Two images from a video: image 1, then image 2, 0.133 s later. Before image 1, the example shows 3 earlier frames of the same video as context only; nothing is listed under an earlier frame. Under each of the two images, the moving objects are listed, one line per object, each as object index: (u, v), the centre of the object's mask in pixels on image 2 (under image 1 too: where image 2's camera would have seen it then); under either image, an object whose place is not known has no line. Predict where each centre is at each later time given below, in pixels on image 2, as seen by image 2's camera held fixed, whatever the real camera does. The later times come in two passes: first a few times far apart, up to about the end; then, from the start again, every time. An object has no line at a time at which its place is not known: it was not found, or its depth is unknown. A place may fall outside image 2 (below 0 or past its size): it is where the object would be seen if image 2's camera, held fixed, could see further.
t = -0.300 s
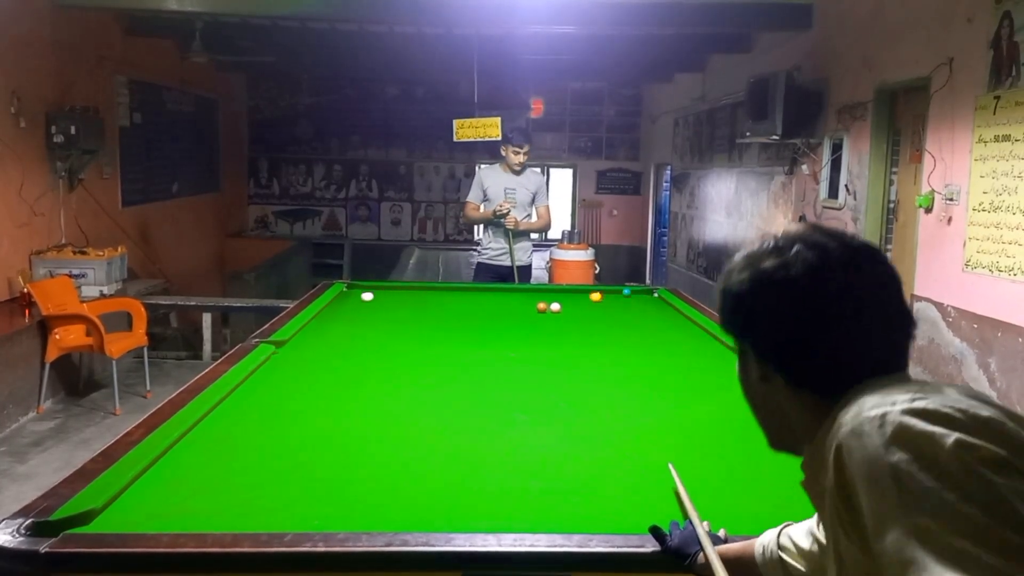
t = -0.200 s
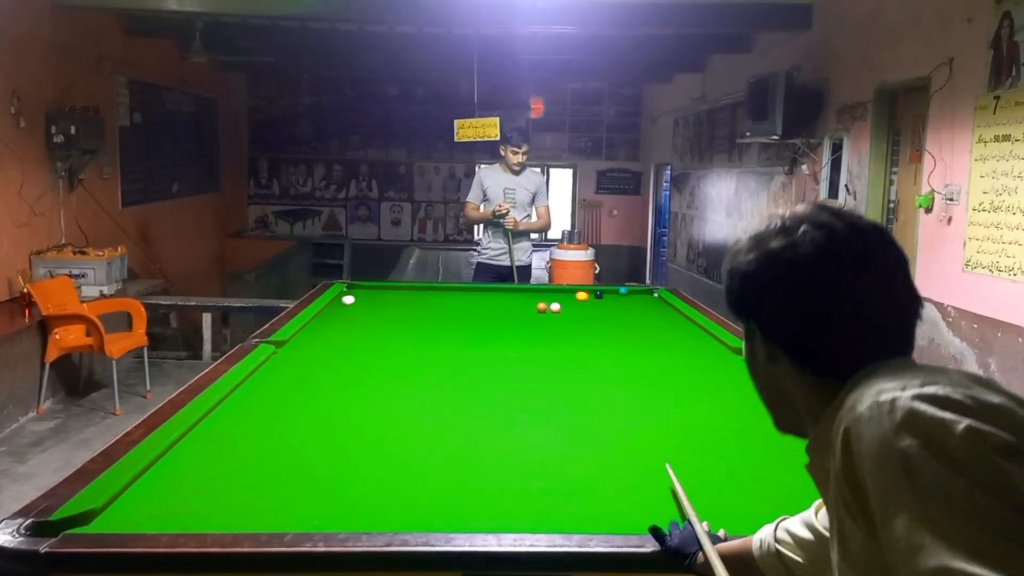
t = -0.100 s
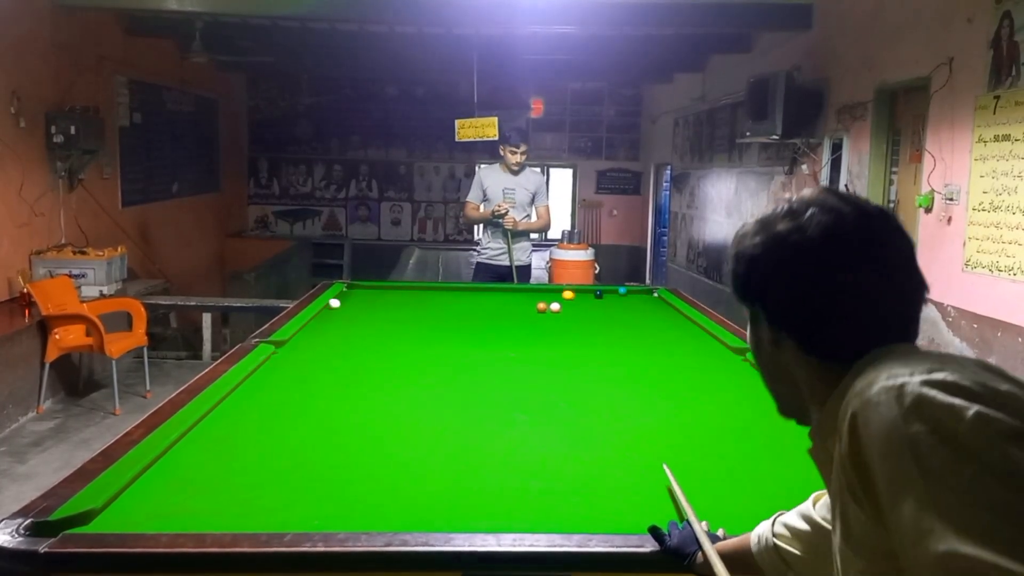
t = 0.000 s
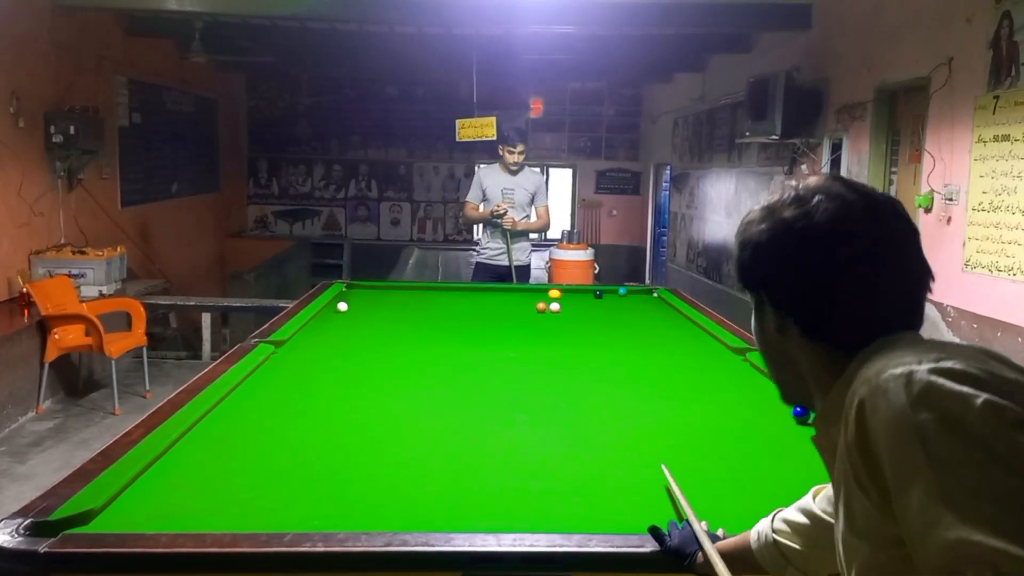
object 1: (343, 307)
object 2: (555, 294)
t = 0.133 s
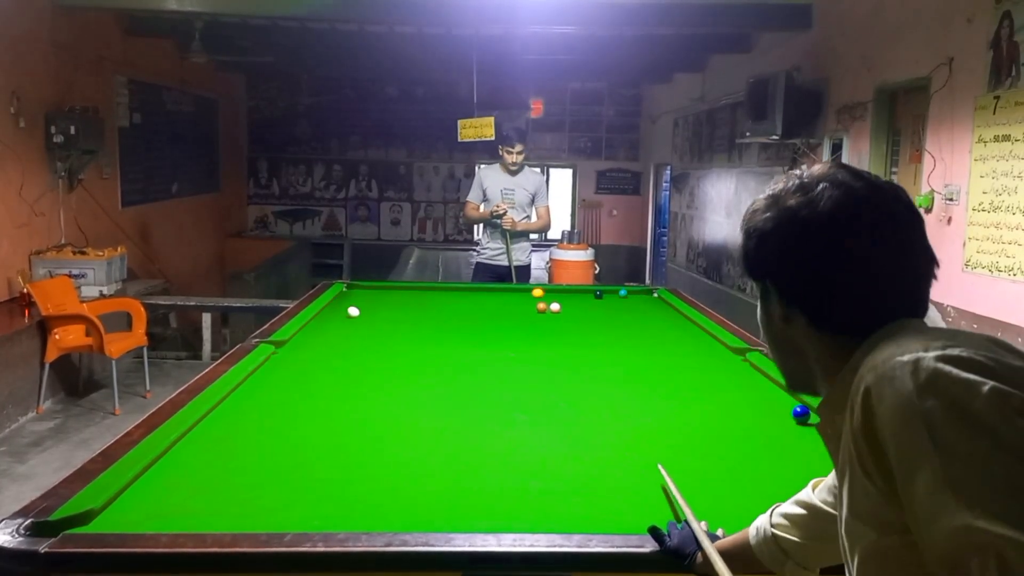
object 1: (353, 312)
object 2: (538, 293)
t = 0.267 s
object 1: (364, 317)
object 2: (521, 291)
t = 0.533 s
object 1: (389, 328)
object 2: (490, 289)
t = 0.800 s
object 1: (415, 340)
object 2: (463, 288)
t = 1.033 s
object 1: (441, 352)
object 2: (443, 288)
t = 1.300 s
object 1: (474, 367)
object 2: (421, 288)
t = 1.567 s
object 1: (512, 384)
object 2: (401, 289)
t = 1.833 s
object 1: (554, 405)
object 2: (383, 289)
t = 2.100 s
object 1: (603, 428)
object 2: (366, 290)
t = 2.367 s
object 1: (661, 454)
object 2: (350, 290)
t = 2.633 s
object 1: (727, 485)
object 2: (351, 291)
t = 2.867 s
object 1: (795, 515)
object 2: (358, 292)
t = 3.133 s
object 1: (831, 510)
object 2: (364, 292)
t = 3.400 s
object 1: (845, 489)
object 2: (369, 292)
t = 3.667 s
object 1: (858, 472)
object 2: (373, 292)
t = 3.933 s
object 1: (869, 458)
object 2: (375, 293)
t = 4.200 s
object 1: (846, 448)
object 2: (376, 293)
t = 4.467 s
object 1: (821, 439)
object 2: (376, 293)
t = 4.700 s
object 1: (802, 433)
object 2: (376, 293)
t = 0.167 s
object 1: (356, 313)
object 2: (533, 292)
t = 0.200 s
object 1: (359, 314)
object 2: (529, 292)
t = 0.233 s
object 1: (361, 316)
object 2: (525, 291)
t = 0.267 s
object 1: (364, 317)
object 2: (521, 291)
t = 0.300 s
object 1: (367, 318)
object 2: (517, 291)
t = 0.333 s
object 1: (370, 319)
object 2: (513, 291)
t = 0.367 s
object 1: (373, 321)
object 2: (509, 290)
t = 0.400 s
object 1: (376, 322)
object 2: (505, 290)
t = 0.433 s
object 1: (379, 324)
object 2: (502, 290)
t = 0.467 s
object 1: (382, 325)
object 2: (497, 290)
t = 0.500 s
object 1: (385, 326)
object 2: (494, 289)
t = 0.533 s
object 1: (389, 328)
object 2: (490, 289)
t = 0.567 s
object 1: (392, 329)
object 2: (486, 289)
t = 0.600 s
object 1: (395, 331)
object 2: (483, 288)
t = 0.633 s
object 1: (398, 332)
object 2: (479, 288)
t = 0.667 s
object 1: (402, 334)
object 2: (476, 288)
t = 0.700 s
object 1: (405, 335)
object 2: (472, 288)
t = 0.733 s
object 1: (408, 337)
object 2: (468, 288)
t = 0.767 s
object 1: (412, 339)
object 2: (465, 288)
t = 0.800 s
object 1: (415, 340)
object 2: (463, 288)
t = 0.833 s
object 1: (419, 342)
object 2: (460, 288)
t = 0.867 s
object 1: (422, 343)
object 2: (457, 288)
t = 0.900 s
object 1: (426, 345)
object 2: (454, 288)
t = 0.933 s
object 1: (430, 347)
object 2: (451, 288)
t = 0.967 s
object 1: (434, 348)
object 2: (448, 288)
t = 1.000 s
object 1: (437, 350)
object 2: (446, 288)
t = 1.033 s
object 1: (441, 352)
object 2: (443, 288)
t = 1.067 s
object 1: (445, 354)
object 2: (440, 288)
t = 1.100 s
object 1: (449, 356)
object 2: (437, 288)
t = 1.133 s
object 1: (453, 358)
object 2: (435, 288)
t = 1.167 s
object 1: (457, 359)
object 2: (432, 288)
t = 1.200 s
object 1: (461, 361)
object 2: (429, 288)
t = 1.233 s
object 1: (466, 363)
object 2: (427, 288)
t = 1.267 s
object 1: (470, 366)
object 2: (424, 288)
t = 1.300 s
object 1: (474, 367)
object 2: (421, 288)
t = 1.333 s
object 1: (479, 369)
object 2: (419, 288)
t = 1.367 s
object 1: (483, 372)
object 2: (416, 289)
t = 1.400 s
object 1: (488, 373)
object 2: (414, 288)
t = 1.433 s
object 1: (492, 375)
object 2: (411, 289)
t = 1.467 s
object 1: (497, 377)
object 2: (409, 289)
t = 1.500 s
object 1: (502, 379)
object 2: (406, 289)
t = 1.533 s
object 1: (507, 382)
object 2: (404, 289)
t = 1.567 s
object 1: (512, 384)
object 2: (401, 289)
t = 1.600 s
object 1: (517, 387)
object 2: (399, 289)
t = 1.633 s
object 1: (522, 390)
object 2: (396, 289)
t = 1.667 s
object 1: (527, 392)
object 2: (394, 289)
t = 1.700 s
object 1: (532, 394)
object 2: (392, 289)
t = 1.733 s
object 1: (538, 398)
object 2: (390, 289)
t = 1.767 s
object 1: (543, 399)
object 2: (387, 289)
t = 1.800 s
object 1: (549, 402)
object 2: (385, 289)
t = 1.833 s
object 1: (554, 405)
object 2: (383, 289)
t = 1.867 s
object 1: (560, 407)
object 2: (381, 289)
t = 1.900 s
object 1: (566, 410)
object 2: (378, 290)
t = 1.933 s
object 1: (572, 413)
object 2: (376, 290)
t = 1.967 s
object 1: (578, 415)
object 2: (374, 290)
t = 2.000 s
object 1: (584, 418)
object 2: (372, 290)
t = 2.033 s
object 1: (590, 422)
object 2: (370, 290)
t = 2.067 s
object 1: (597, 424)
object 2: (368, 290)
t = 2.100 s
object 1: (603, 428)
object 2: (366, 290)
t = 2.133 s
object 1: (610, 431)
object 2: (364, 290)
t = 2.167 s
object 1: (617, 433)
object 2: (362, 290)
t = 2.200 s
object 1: (623, 437)
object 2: (360, 290)
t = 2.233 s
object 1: (631, 440)
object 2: (358, 290)
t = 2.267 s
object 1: (638, 444)
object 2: (356, 290)
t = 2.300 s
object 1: (646, 447)
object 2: (354, 290)
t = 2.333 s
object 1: (653, 451)
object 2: (352, 290)
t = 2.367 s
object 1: (661, 454)
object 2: (350, 290)
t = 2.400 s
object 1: (668, 457)
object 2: (348, 290)
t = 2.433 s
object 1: (676, 462)
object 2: (346, 290)
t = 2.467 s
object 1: (684, 465)
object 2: (346, 290)
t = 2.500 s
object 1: (692, 469)
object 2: (347, 291)
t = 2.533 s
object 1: (701, 473)
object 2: (348, 291)
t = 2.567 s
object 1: (710, 476)
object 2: (349, 291)
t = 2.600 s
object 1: (718, 481)
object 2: (350, 291)
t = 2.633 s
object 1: (727, 485)
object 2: (351, 291)
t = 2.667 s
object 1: (736, 489)
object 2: (352, 291)
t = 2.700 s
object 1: (745, 493)
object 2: (353, 291)
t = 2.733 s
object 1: (755, 498)
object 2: (354, 291)
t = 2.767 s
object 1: (765, 502)
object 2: (355, 291)
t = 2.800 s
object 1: (775, 507)
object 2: (356, 291)
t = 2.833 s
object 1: (785, 512)
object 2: (357, 291)
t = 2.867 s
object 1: (795, 515)
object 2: (358, 292)
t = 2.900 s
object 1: (805, 517)
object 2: (359, 292)
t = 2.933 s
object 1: (815, 520)
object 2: (359, 292)
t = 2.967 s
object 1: (820, 520)
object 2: (360, 292)
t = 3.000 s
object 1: (822, 518)
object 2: (361, 292)
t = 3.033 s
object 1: (824, 516)
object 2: (362, 292)
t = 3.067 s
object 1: (827, 514)
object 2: (363, 292)
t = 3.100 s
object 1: (829, 513)
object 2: (363, 292)
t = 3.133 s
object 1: (831, 510)
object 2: (364, 292)
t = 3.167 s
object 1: (833, 507)
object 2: (365, 292)
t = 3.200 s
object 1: (835, 504)
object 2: (366, 292)
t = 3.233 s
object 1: (837, 502)
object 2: (366, 292)
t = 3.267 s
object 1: (838, 499)
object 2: (367, 292)
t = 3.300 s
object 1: (840, 497)
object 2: (367, 292)
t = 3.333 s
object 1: (842, 494)
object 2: (368, 292)
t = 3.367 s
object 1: (844, 492)
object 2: (369, 292)
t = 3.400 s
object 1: (845, 489)
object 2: (369, 292)
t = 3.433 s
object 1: (847, 487)
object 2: (370, 292)
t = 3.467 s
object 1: (849, 485)
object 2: (370, 292)
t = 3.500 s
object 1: (850, 483)
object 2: (371, 292)
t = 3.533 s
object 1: (852, 480)
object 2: (371, 292)
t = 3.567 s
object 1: (853, 478)
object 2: (372, 292)
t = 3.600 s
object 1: (855, 476)
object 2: (372, 292)
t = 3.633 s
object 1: (856, 474)
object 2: (372, 292)
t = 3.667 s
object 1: (858, 472)
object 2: (373, 292)
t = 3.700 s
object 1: (859, 470)
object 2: (373, 292)
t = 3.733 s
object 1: (861, 469)
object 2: (373, 292)
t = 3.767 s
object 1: (862, 467)
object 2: (373, 293)
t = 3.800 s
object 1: (863, 465)
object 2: (374, 293)
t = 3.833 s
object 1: (864, 463)
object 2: (374, 293)
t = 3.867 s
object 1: (866, 462)
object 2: (374, 293)
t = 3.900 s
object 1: (867, 460)
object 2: (374, 293)
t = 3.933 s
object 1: (869, 458)
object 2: (375, 293)
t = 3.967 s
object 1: (869, 456)
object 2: (375, 293)
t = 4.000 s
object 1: (867, 455)
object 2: (375, 293)
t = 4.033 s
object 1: (863, 454)
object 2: (375, 293)
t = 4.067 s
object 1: (859, 453)
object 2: (375, 293)
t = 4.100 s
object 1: (856, 451)
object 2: (375, 293)
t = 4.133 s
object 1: (852, 450)
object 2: (375, 293)
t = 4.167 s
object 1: (849, 449)
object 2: (376, 293)
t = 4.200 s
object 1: (846, 448)
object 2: (376, 293)
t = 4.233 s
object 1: (842, 447)
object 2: (376, 293)
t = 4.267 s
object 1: (839, 446)
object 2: (376, 293)
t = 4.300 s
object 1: (836, 445)
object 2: (376, 293)
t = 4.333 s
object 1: (833, 443)
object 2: (376, 293)
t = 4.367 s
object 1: (830, 442)
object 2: (376, 293)
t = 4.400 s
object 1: (827, 441)
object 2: (376, 293)
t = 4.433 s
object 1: (824, 440)
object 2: (376, 293)
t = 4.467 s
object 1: (821, 439)
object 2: (376, 293)
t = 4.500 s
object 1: (816, 438)
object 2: (375, 293)
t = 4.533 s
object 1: (815, 437)
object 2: (376, 293)
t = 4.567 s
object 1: (812, 436)
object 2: (376, 293)
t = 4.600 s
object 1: (810, 435)
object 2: (376, 293)
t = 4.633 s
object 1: (807, 434)
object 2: (376, 293)
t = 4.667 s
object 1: (804, 433)
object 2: (375, 293)
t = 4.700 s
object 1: (802, 433)
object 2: (376, 293)
